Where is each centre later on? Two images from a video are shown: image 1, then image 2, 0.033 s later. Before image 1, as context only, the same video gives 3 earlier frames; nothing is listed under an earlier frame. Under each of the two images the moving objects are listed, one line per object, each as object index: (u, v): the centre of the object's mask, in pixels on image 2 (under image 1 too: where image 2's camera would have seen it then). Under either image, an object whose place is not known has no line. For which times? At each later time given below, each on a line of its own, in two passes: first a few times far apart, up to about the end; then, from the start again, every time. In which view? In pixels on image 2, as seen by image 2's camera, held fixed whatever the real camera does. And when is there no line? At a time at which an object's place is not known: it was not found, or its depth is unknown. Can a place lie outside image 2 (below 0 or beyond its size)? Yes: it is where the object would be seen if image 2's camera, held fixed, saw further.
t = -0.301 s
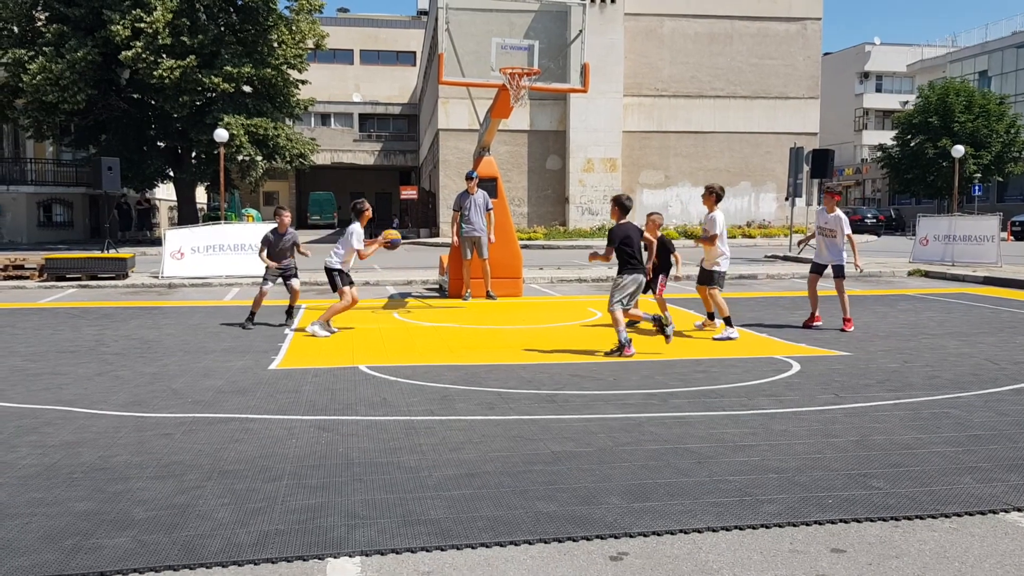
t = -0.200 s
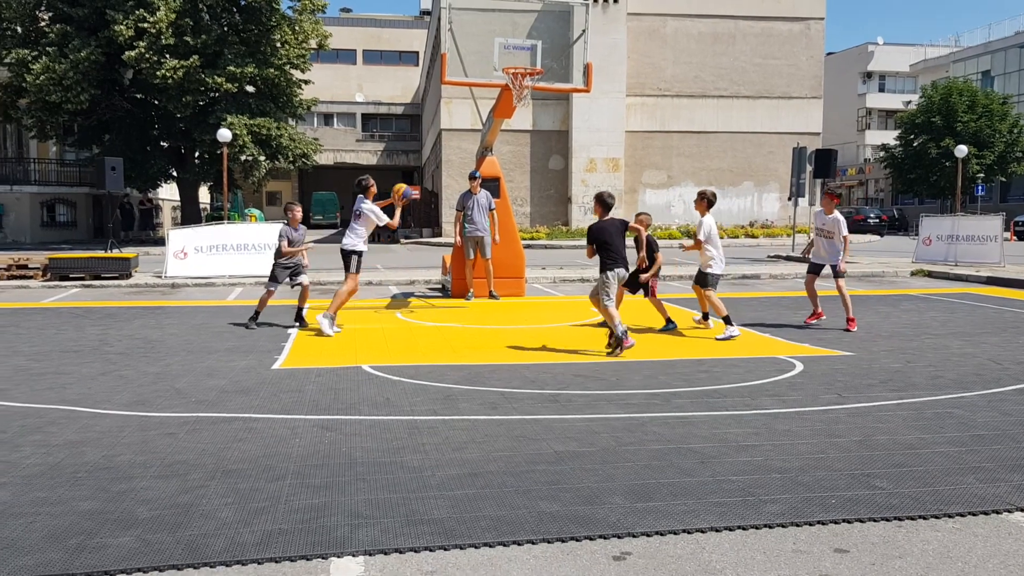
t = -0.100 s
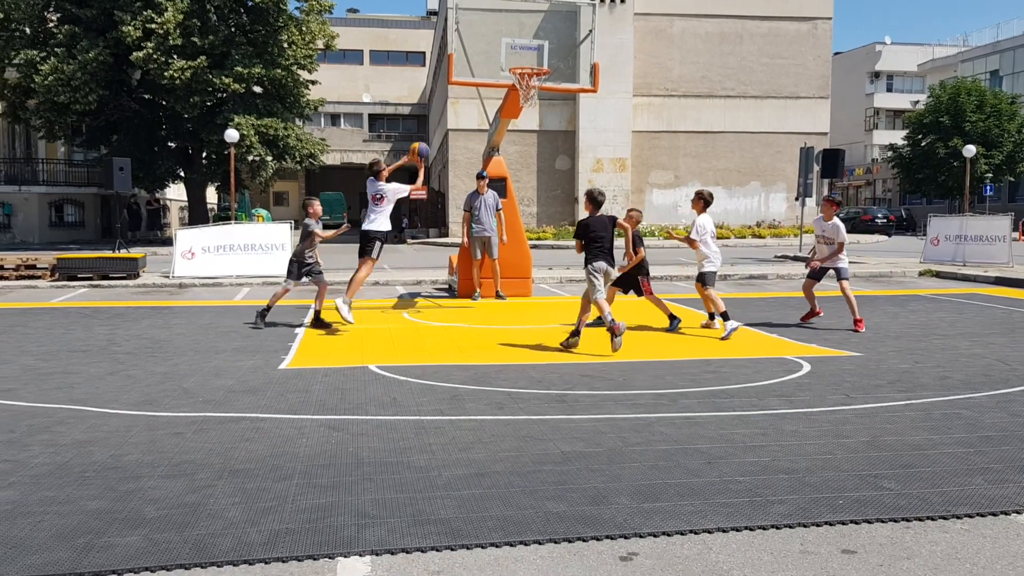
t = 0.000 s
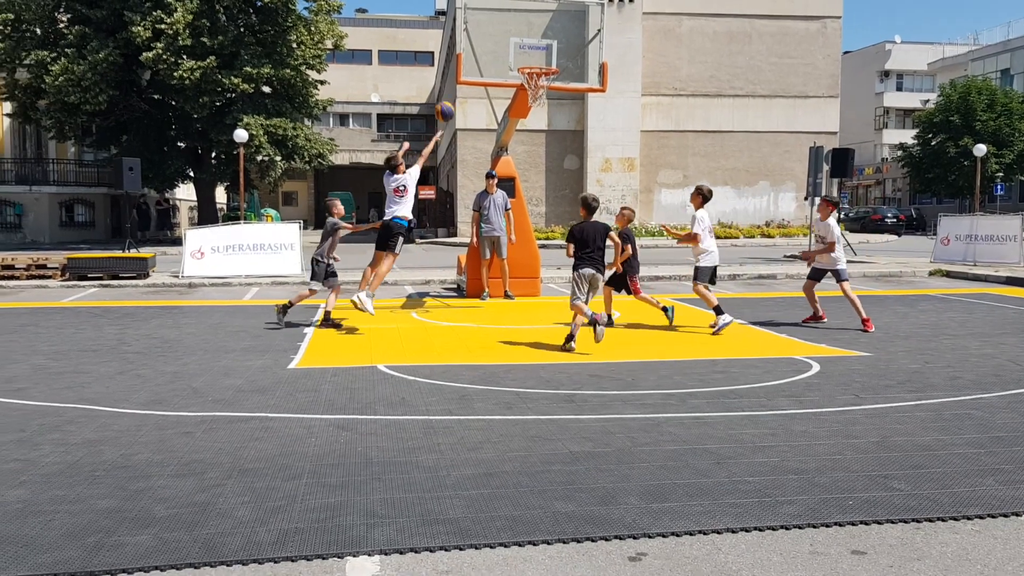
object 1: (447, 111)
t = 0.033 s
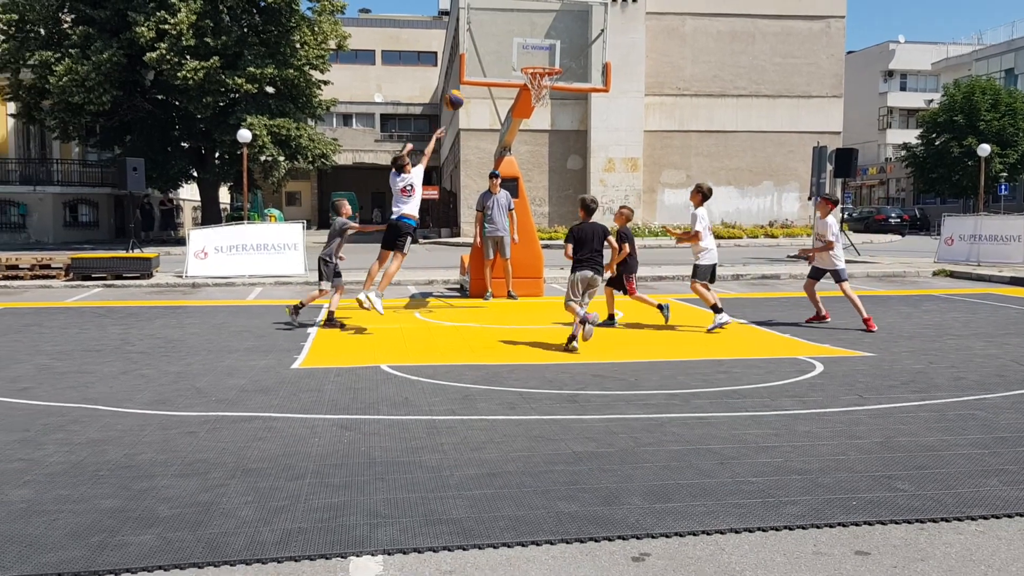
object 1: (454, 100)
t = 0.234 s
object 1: (487, 49)
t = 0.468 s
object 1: (521, 39)
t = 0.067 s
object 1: (459, 88)
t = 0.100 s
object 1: (465, 79)
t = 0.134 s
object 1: (471, 68)
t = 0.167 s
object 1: (476, 60)
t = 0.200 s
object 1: (481, 54)
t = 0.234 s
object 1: (487, 49)
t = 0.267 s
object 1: (492, 45)
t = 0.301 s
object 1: (497, 42)
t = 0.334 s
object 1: (503, 40)
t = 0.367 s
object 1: (508, 39)
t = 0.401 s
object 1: (513, 38)
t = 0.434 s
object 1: (517, 38)
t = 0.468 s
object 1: (521, 39)
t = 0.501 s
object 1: (525, 41)
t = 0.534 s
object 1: (529, 43)
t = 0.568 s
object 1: (533, 47)
